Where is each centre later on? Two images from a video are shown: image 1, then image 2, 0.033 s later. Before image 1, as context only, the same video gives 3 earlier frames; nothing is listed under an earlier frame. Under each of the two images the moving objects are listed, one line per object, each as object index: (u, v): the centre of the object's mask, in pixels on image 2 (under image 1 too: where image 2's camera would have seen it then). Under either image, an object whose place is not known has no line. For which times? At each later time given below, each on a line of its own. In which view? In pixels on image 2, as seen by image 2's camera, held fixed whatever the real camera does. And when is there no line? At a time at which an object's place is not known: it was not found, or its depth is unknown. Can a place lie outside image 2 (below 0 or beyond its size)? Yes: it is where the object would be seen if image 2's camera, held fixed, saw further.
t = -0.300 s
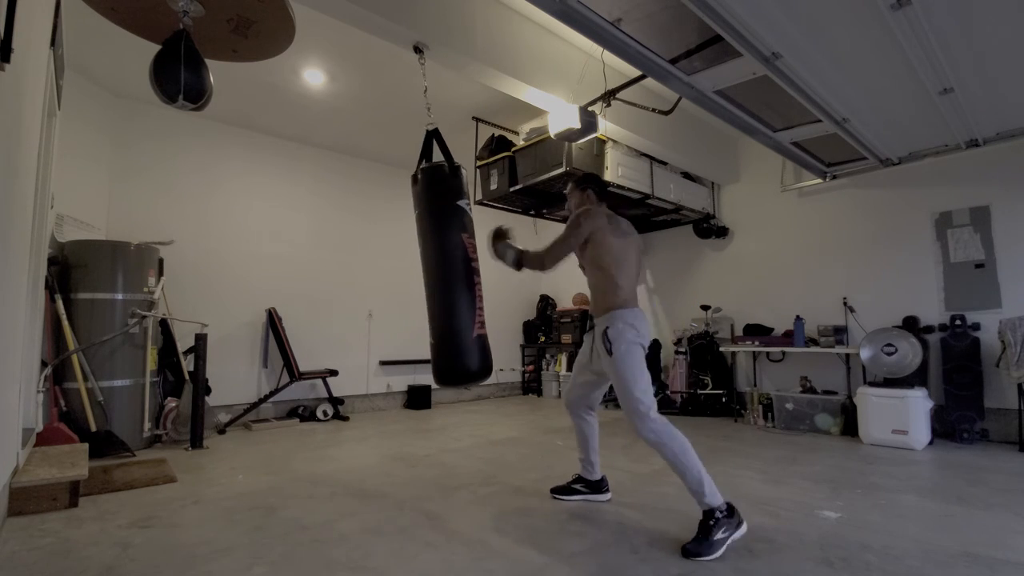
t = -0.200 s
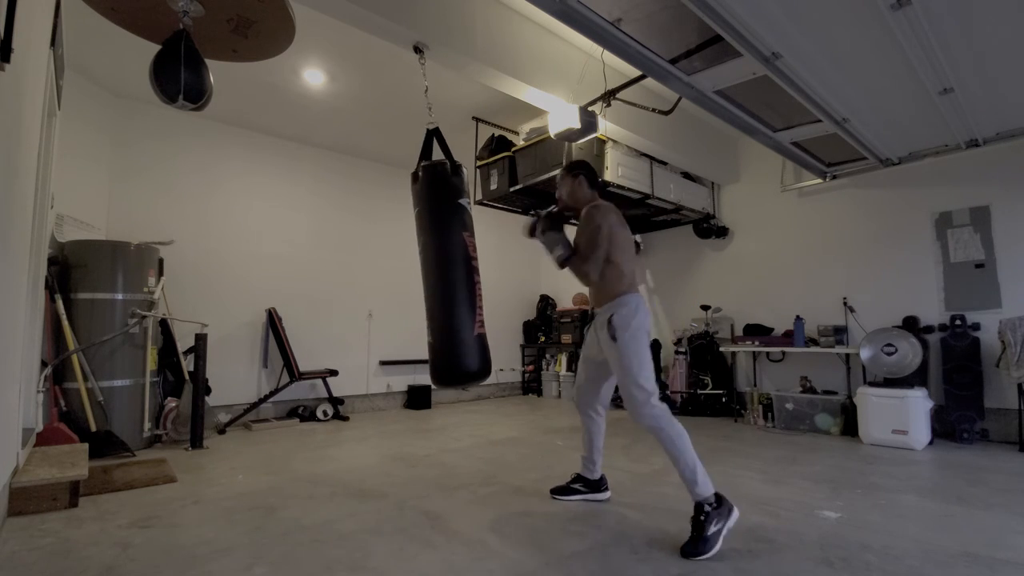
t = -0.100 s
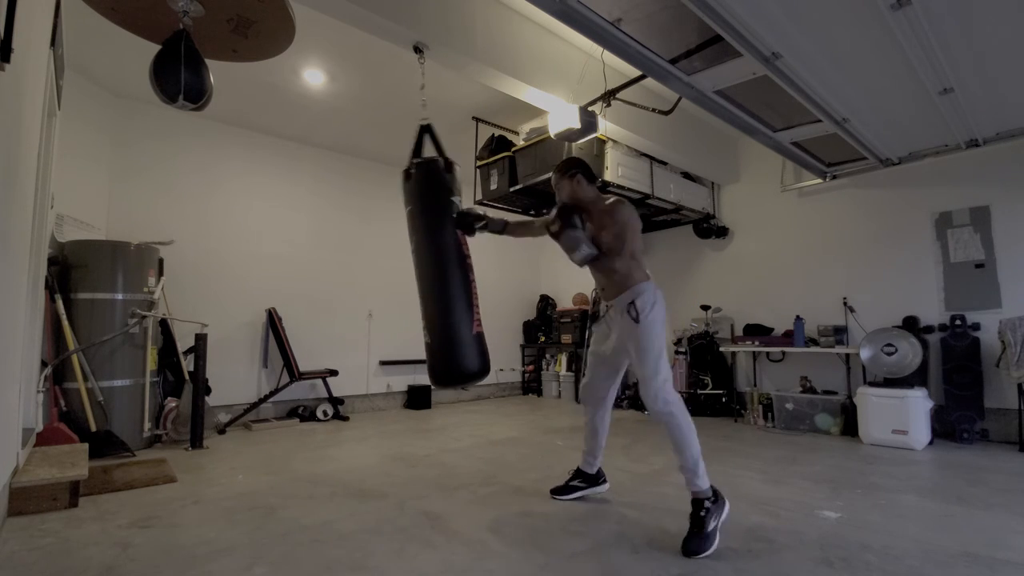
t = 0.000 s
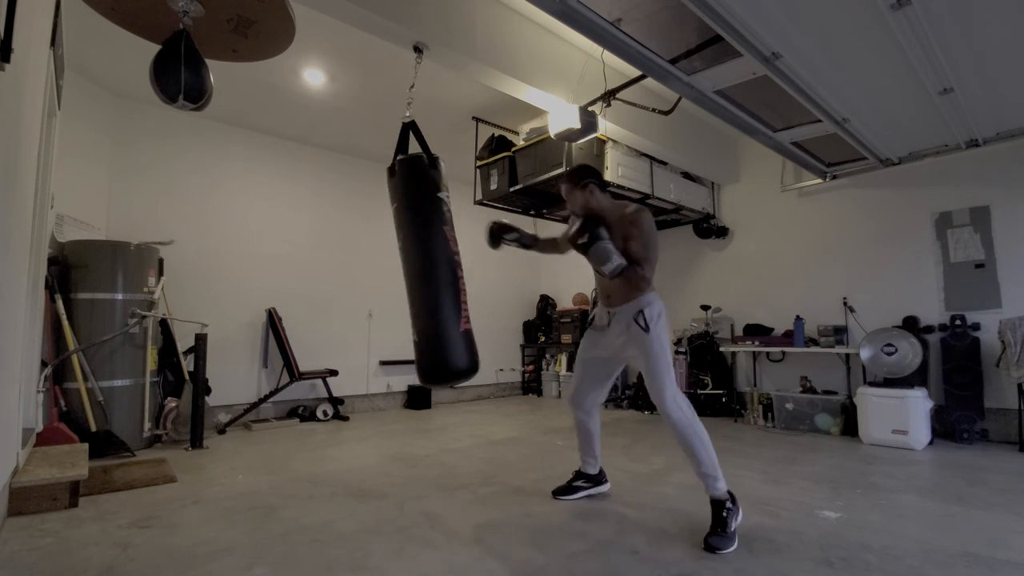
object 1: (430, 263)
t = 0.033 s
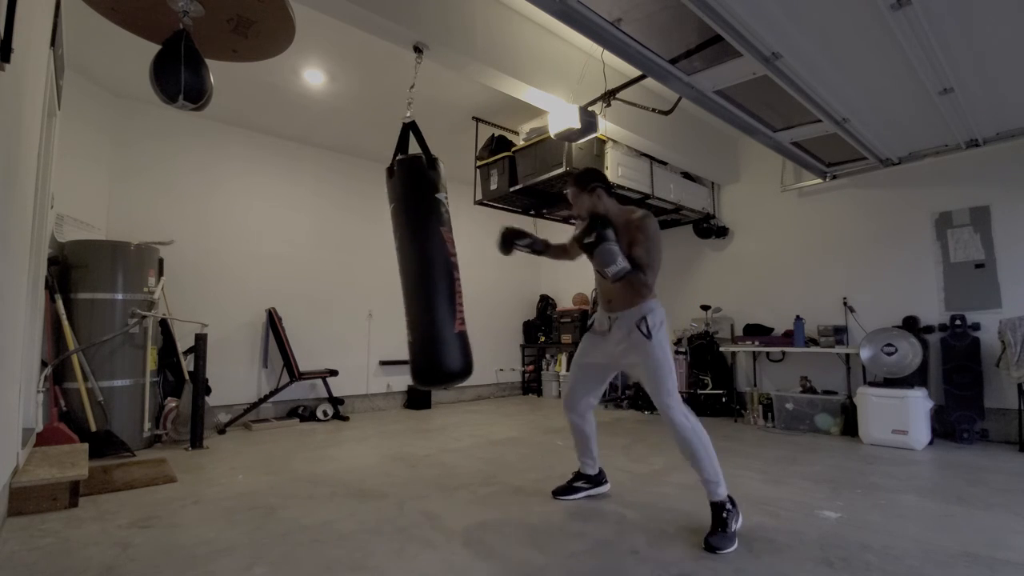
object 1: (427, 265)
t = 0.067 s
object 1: (424, 266)
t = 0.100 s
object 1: (422, 267)
